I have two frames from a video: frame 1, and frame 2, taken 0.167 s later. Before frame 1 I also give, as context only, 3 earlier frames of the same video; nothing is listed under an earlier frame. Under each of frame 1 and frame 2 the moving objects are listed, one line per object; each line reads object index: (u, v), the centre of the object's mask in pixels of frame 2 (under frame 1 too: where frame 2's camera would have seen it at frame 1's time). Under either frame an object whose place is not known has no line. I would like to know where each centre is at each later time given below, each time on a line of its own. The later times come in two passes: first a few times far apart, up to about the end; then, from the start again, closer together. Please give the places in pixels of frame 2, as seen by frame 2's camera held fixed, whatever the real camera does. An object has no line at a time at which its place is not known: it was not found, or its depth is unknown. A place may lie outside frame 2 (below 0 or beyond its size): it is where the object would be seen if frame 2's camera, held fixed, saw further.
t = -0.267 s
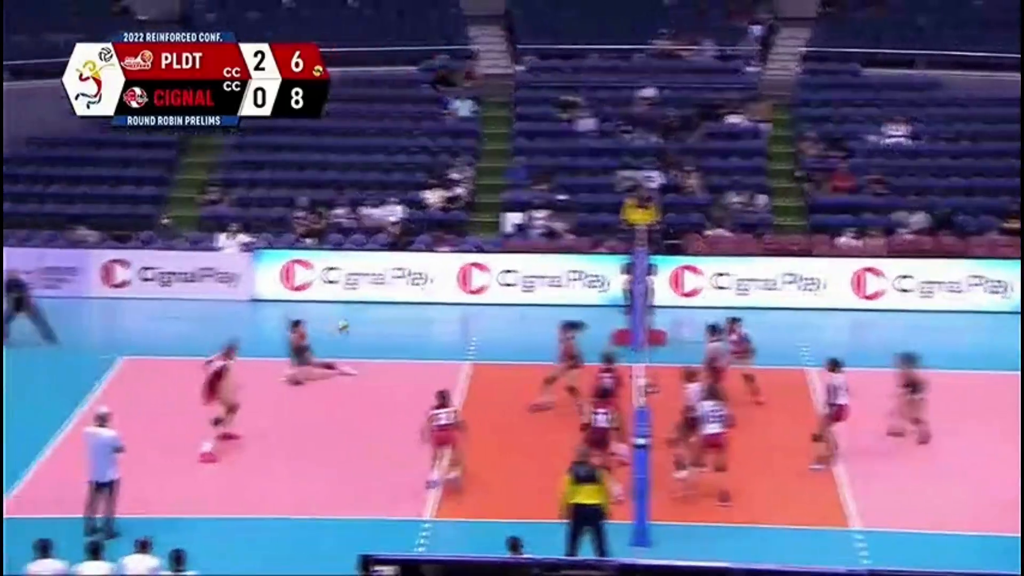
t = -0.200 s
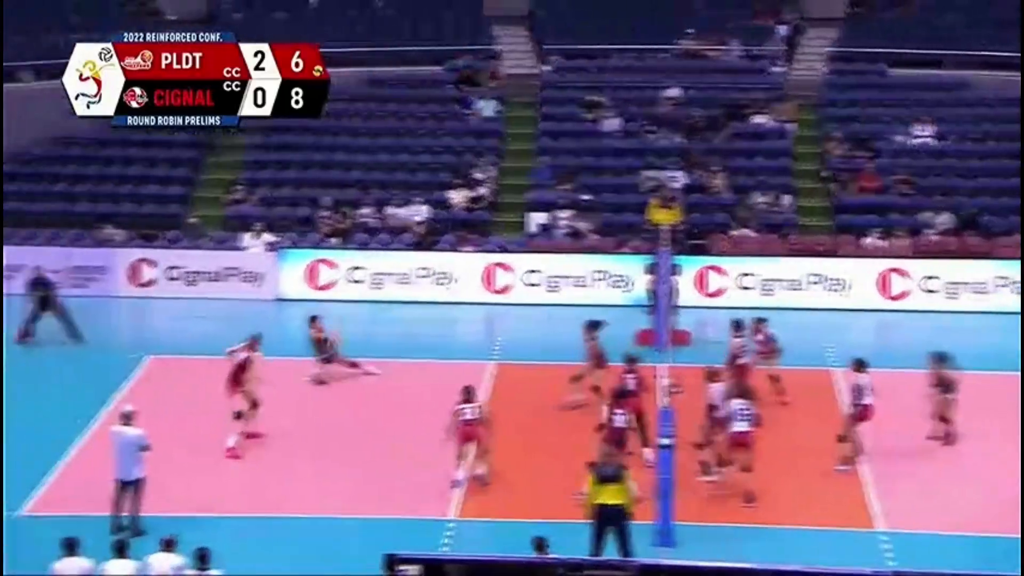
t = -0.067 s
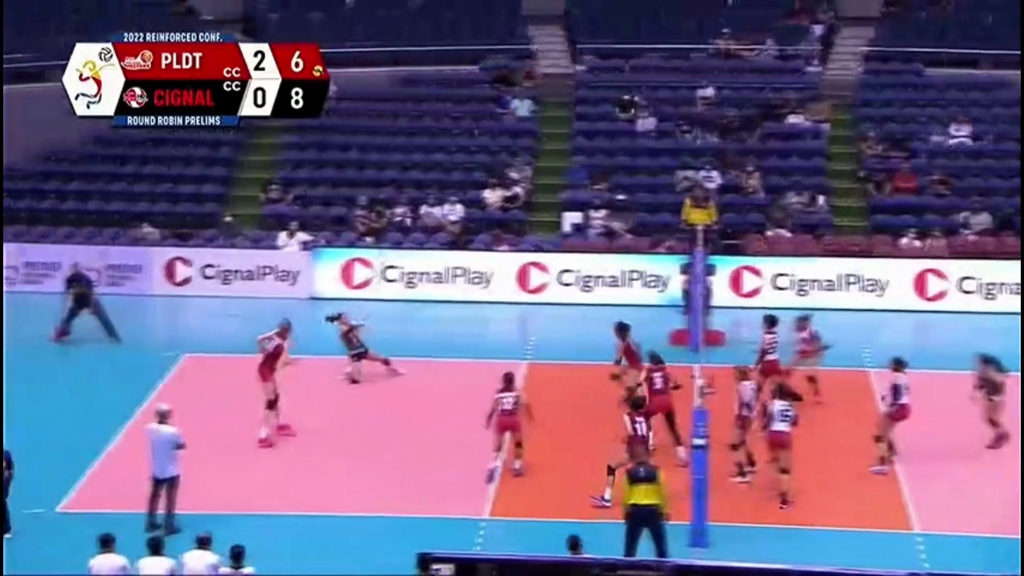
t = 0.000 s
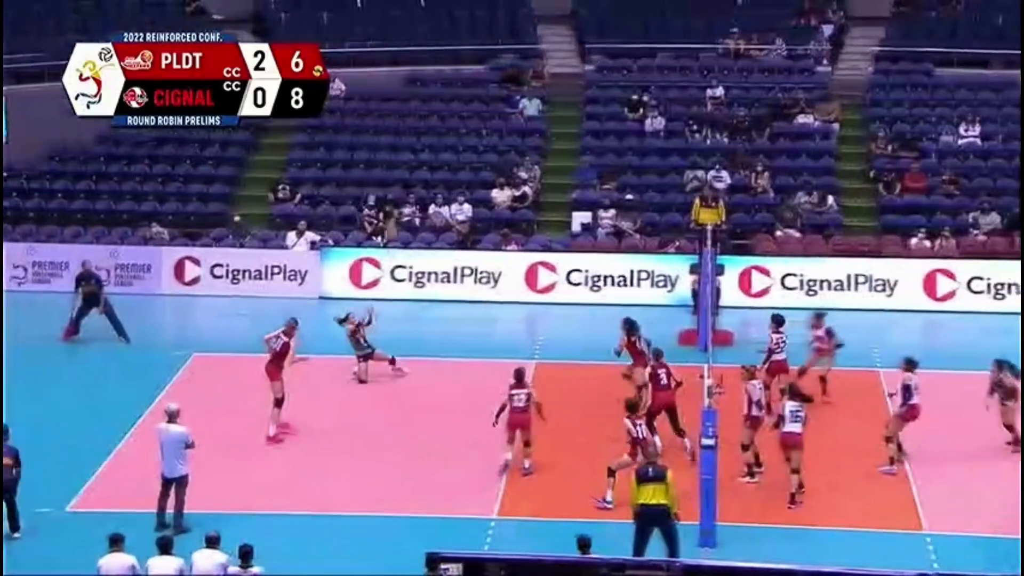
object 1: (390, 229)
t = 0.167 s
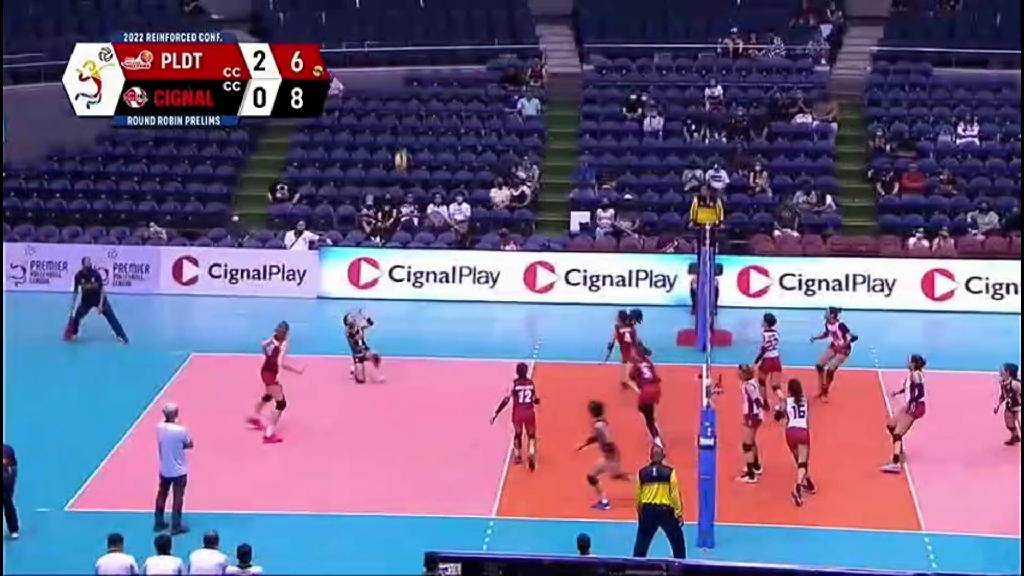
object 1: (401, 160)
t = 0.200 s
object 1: (403, 146)
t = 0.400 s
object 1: (415, 84)
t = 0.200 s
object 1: (403, 146)
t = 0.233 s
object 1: (405, 135)
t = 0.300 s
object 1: (409, 113)
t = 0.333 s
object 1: (410, 102)
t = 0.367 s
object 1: (413, 92)
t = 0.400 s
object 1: (415, 84)
